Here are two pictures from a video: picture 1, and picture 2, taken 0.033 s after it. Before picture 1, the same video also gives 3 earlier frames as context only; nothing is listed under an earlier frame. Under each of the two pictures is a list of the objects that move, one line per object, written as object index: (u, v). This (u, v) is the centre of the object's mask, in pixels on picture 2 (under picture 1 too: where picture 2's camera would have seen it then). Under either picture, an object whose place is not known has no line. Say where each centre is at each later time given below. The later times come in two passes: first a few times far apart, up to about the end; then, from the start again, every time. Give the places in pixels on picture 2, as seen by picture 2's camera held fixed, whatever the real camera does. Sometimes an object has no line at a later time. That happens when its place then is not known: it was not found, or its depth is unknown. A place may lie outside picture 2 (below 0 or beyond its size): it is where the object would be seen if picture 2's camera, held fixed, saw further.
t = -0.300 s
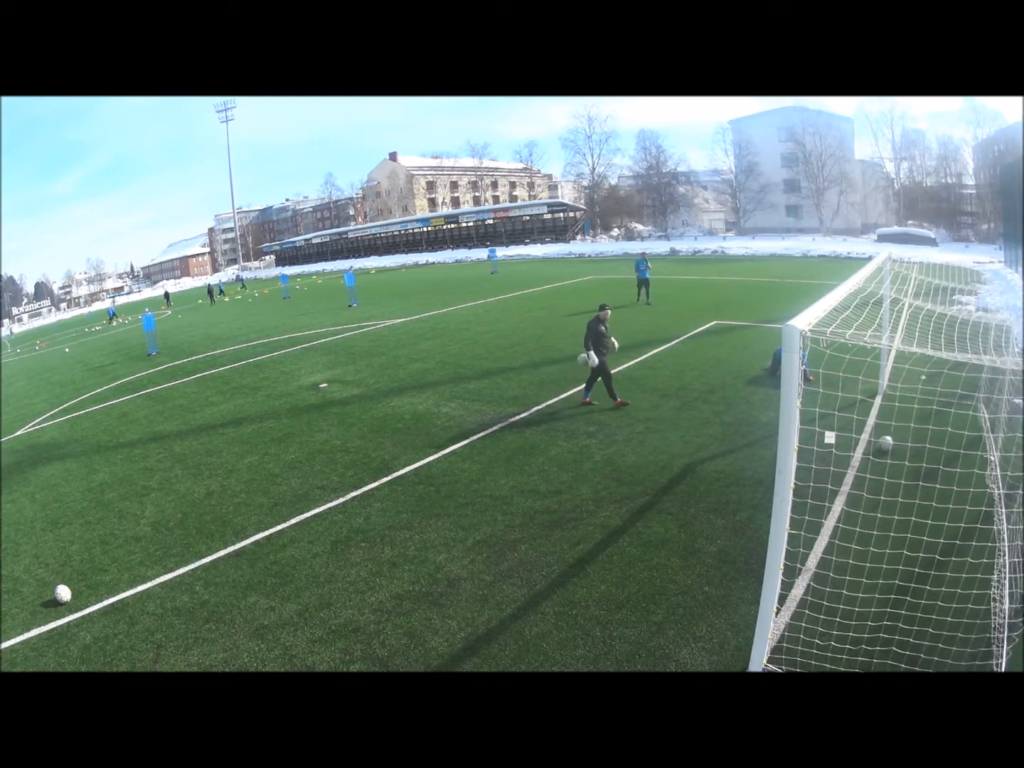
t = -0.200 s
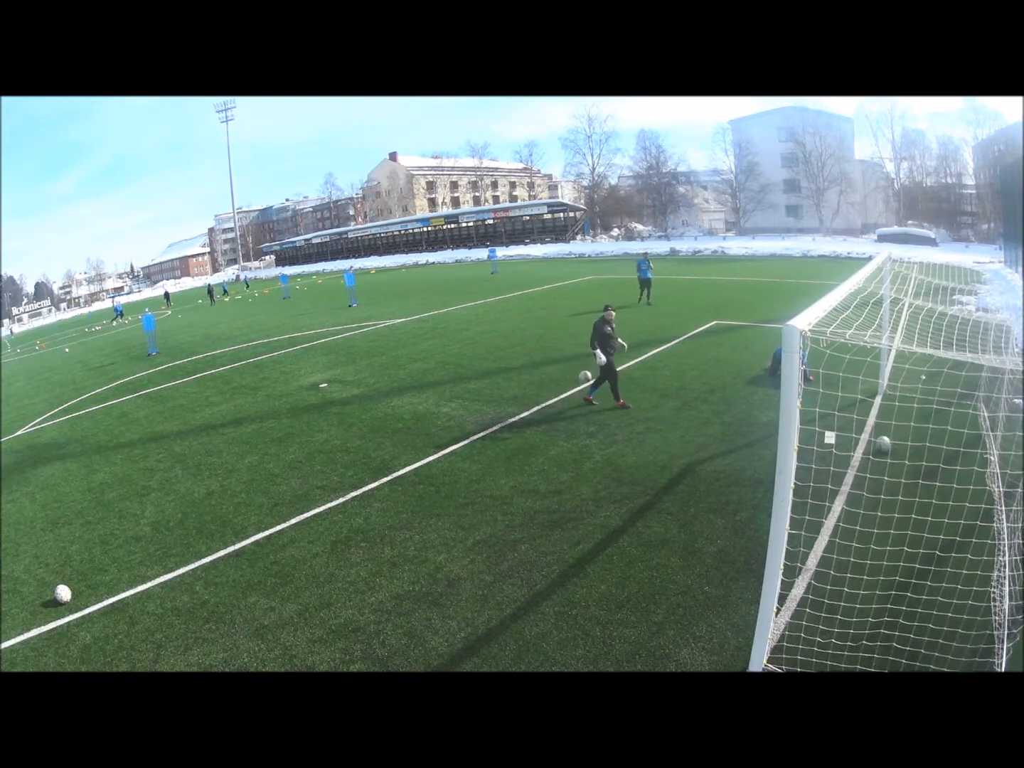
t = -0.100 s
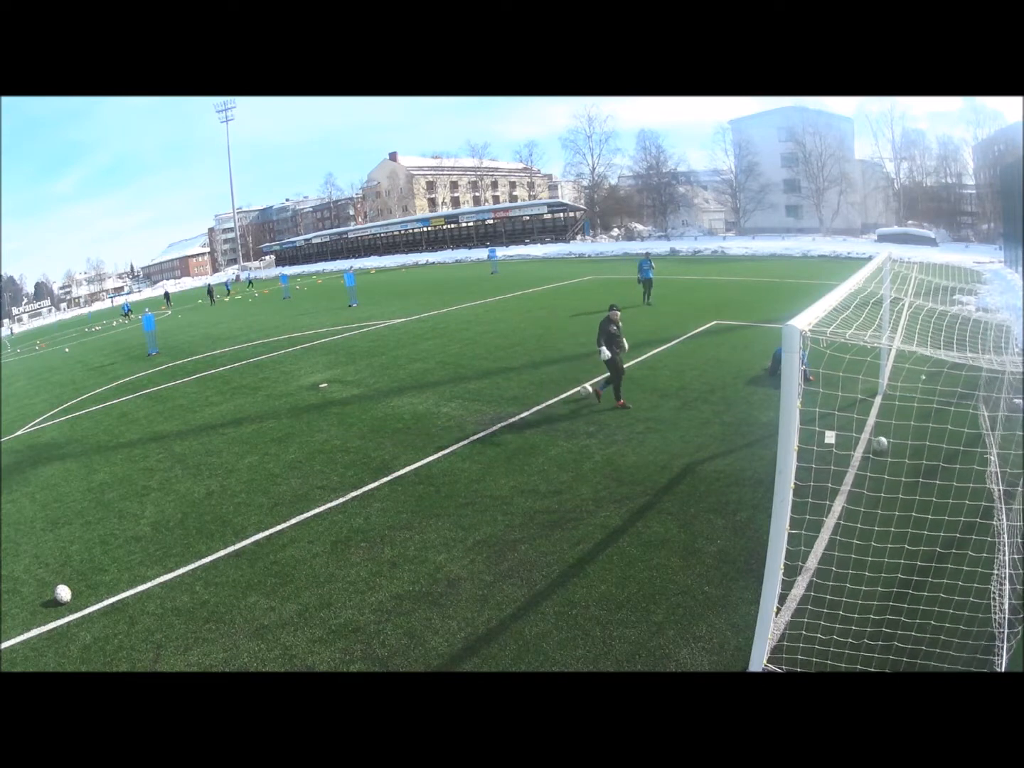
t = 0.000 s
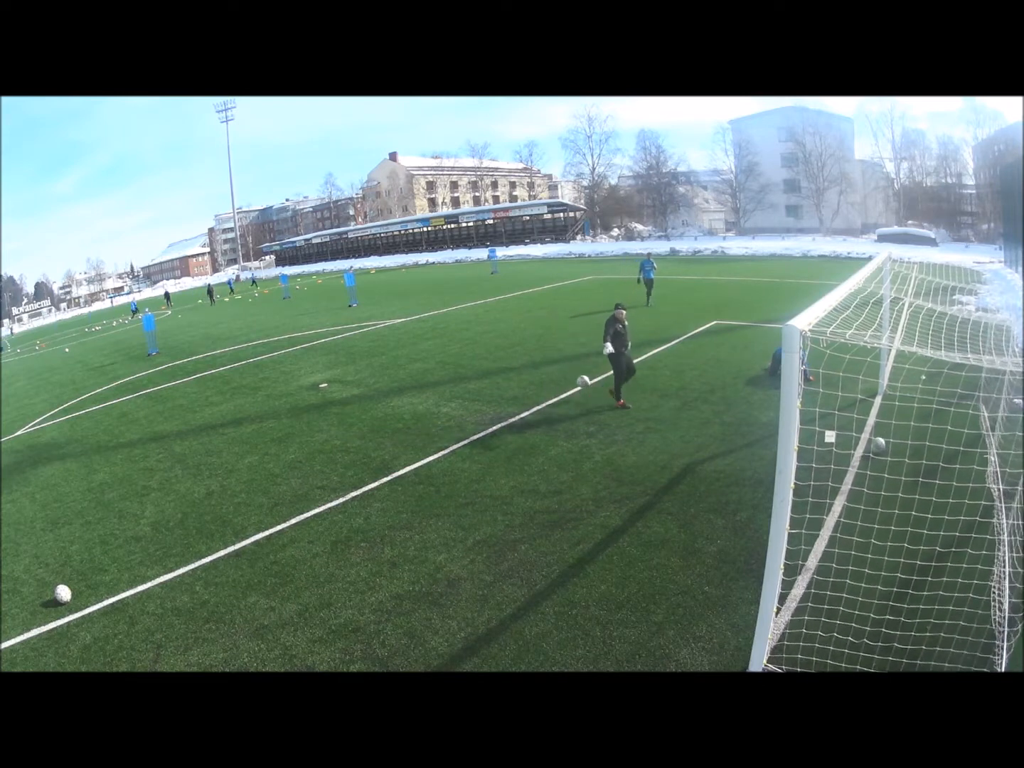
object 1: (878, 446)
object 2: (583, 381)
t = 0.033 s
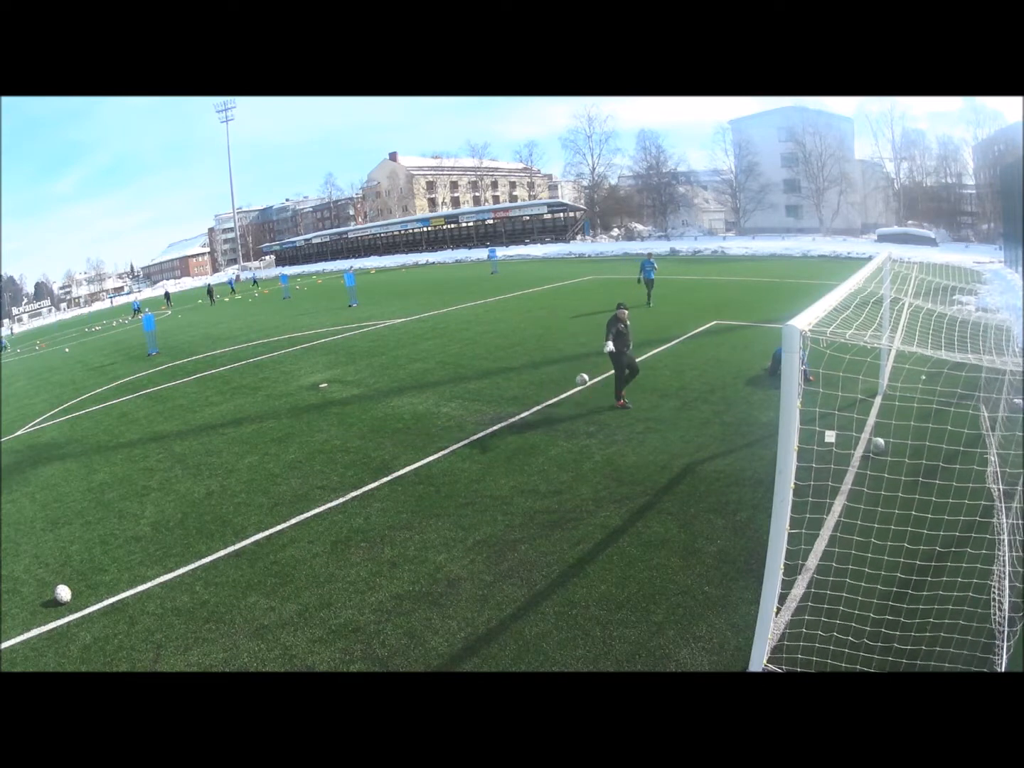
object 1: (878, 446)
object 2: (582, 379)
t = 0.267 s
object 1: (873, 447)
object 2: (577, 382)
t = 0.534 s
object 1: (869, 448)
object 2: (574, 389)
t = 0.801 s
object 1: (869, 448)
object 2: (573, 395)
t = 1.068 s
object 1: (869, 448)
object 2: (573, 395)
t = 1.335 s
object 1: (869, 447)
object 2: (573, 395)
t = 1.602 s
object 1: (869, 447)
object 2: (573, 395)
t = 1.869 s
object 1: (869, 447)
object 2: (573, 395)
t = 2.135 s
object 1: (869, 447)
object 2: (573, 395)
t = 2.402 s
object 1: (869, 448)
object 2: (573, 395)
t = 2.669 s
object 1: (869, 447)
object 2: (573, 395)
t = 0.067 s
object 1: (877, 446)
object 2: (581, 377)
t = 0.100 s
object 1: (876, 446)
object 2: (580, 377)
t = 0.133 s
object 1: (875, 446)
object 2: (580, 376)
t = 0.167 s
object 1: (875, 446)
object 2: (579, 377)
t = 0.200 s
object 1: (874, 446)
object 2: (579, 378)
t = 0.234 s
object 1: (874, 447)
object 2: (578, 380)
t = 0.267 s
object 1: (873, 447)
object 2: (577, 382)
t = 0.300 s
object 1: (872, 447)
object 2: (577, 385)
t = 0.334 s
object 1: (872, 447)
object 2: (576, 390)
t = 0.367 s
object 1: (871, 447)
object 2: (575, 393)
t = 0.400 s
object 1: (871, 447)
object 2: (575, 393)
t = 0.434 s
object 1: (871, 448)
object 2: (575, 391)
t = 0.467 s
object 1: (870, 448)
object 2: (575, 390)
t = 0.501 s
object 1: (870, 447)
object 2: (575, 388)
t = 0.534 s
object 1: (869, 448)
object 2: (574, 389)
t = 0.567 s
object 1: (870, 447)
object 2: (574, 391)
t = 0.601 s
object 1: (869, 448)
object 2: (573, 393)
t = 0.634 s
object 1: (869, 448)
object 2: (573, 394)
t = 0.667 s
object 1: (869, 448)
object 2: (573, 394)
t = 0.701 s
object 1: (869, 448)
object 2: (573, 394)
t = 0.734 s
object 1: (869, 448)
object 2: (573, 394)
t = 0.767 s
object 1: (869, 448)
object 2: (573, 394)
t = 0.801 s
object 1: (869, 448)
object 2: (573, 395)
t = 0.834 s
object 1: (869, 448)
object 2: (573, 395)
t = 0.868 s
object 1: (869, 448)
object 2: (573, 394)
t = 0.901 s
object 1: (869, 448)
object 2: (573, 395)
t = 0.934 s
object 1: (869, 448)
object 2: (573, 395)
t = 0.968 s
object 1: (869, 448)
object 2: (573, 395)
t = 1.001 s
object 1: (869, 448)
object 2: (573, 395)
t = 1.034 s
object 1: (869, 448)
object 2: (573, 395)
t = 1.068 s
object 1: (869, 448)
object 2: (573, 395)
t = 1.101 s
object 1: (869, 448)
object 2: (573, 395)
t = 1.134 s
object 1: (869, 447)
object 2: (573, 395)
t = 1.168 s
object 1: (869, 447)
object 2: (573, 395)
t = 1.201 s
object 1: (869, 447)
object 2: (573, 395)
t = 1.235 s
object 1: (869, 447)
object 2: (573, 395)
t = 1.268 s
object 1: (869, 447)
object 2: (573, 395)
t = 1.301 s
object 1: (869, 447)
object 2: (573, 395)
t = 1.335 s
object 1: (869, 447)
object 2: (573, 395)
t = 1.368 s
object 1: (869, 447)
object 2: (573, 395)
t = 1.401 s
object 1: (869, 447)
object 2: (573, 395)
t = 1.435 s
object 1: (869, 448)
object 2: (573, 395)
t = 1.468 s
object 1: (869, 447)
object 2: (573, 395)
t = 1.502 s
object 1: (869, 447)
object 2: (574, 394)
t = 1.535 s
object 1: (869, 447)
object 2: (573, 395)
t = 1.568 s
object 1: (869, 447)
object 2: (574, 394)
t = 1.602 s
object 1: (869, 447)
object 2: (573, 395)
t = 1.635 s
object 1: (869, 447)
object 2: (573, 395)
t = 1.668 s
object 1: (869, 447)
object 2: (573, 395)
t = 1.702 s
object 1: (869, 447)
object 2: (574, 394)
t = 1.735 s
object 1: (869, 447)
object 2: (573, 395)
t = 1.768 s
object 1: (869, 447)
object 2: (573, 395)
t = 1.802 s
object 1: (869, 447)
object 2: (573, 395)
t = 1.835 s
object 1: (869, 447)
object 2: (573, 395)
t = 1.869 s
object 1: (869, 447)
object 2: (573, 395)
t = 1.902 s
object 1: (869, 447)
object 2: (573, 395)
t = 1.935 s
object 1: (869, 447)
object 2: (573, 395)
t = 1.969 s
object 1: (869, 447)
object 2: (573, 395)
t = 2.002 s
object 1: (869, 447)
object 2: (573, 395)
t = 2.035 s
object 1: (869, 447)
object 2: (573, 395)
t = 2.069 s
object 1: (869, 448)
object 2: (573, 395)
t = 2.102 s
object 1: (868, 448)
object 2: (573, 395)
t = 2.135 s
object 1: (869, 447)
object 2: (573, 395)
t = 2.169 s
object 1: (869, 448)
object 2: (573, 395)
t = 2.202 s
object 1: (869, 448)
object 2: (573, 395)
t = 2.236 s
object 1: (869, 448)
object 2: (573, 395)
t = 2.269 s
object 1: (869, 448)
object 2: (573, 395)
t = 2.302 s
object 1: (869, 448)
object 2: (573, 395)
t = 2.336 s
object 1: (869, 448)
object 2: (573, 395)
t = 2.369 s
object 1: (869, 448)
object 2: (573, 395)
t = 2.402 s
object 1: (869, 448)
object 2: (573, 395)
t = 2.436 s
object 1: (869, 448)
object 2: (573, 395)
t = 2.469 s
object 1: (869, 447)
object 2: (573, 395)
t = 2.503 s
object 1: (869, 447)
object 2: (573, 395)
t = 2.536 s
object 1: (869, 448)
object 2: (573, 395)
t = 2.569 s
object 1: (869, 447)
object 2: (573, 395)
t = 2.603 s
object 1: (869, 447)
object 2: (573, 395)
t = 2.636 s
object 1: (869, 447)
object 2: (573, 395)
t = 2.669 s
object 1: (869, 447)
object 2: (573, 395)
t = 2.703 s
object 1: (869, 447)
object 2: (573, 395)
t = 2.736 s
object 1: (869, 447)
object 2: (573, 395)
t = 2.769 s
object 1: (869, 447)
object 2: (573, 395)
